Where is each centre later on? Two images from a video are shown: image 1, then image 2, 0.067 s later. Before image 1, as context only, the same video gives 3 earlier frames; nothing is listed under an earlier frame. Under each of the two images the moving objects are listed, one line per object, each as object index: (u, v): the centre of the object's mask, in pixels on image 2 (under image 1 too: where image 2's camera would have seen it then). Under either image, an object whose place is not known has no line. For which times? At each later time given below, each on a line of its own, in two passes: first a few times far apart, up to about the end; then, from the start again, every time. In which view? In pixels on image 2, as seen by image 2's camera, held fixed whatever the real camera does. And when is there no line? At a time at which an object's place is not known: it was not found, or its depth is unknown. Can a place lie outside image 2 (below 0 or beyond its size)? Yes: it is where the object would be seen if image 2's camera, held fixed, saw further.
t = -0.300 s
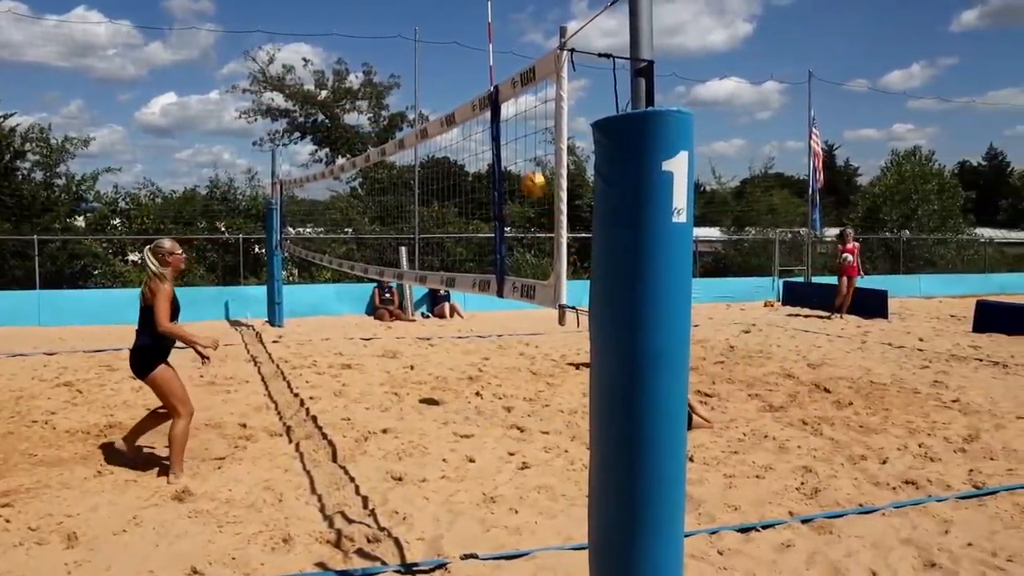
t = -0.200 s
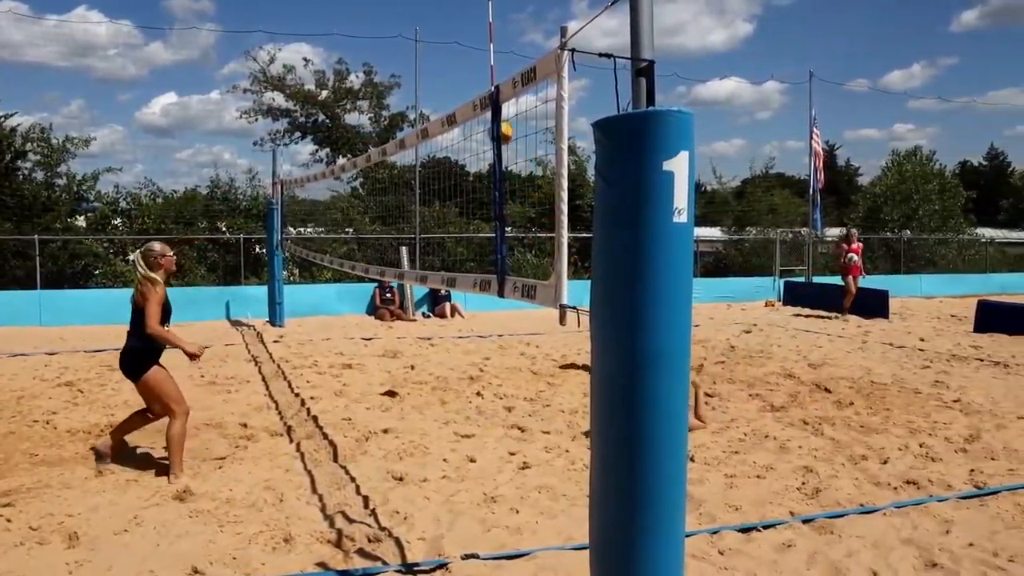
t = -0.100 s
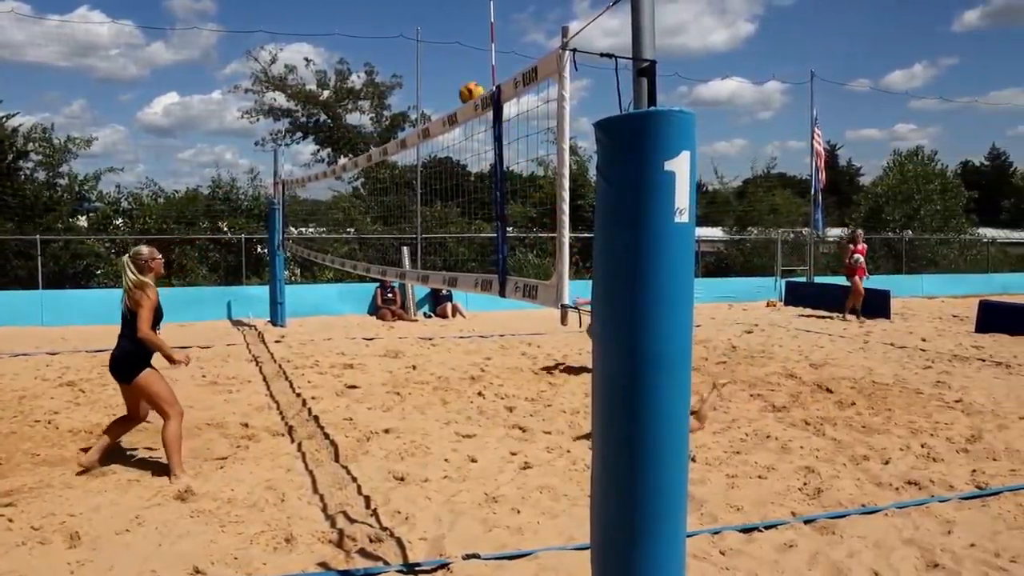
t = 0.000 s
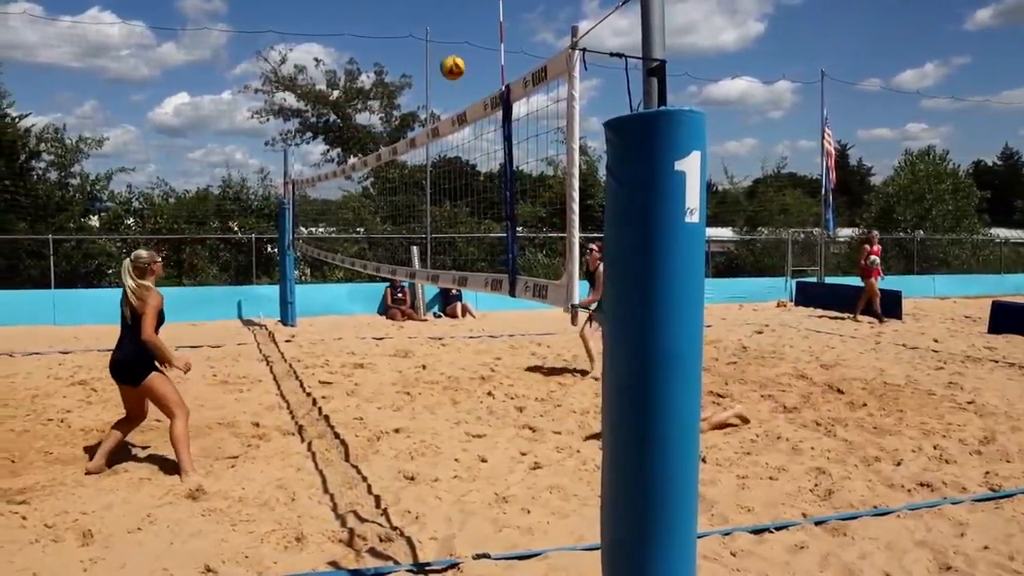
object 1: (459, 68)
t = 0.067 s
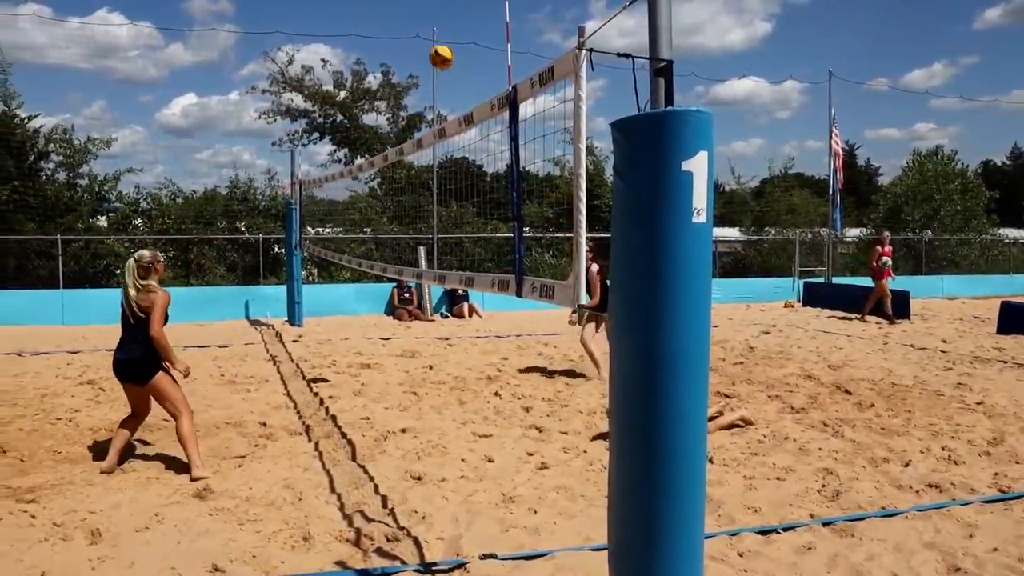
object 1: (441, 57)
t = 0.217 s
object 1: (403, 51)
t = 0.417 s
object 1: (359, 79)
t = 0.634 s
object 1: (318, 152)
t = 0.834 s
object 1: (281, 254)
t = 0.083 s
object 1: (437, 55)
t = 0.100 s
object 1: (433, 53)
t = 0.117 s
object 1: (429, 52)
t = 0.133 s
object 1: (424, 51)
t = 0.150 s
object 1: (420, 51)
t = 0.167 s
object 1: (416, 50)
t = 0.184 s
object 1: (411, 50)
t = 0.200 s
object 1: (407, 50)
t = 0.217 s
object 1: (403, 51)
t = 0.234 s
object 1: (400, 52)
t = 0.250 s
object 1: (395, 53)
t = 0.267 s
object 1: (391, 54)
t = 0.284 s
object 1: (388, 56)
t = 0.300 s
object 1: (384, 58)
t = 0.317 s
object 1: (380, 61)
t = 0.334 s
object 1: (377, 63)
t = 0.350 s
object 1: (373, 65)
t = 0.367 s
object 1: (369, 68)
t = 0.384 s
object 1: (366, 72)
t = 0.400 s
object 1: (362, 76)
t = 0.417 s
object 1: (359, 79)
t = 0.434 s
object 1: (357, 84)
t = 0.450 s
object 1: (353, 88)
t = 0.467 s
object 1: (349, 93)
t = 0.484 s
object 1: (346, 98)
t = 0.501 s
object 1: (343, 102)
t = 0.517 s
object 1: (340, 108)
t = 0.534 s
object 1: (337, 115)
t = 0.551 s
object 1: (333, 120)
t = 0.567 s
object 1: (330, 126)
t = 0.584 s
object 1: (327, 132)
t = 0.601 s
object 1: (323, 139)
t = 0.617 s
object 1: (320, 145)
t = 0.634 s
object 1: (318, 152)
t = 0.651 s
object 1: (313, 160)
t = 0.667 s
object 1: (310, 168)
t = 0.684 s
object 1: (307, 175)
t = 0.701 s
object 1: (304, 182)
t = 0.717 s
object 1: (301, 191)
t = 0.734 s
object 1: (298, 198)
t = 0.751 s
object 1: (295, 208)
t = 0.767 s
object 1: (291, 217)
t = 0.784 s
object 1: (289, 226)
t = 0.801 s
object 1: (286, 235)
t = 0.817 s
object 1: (283, 245)
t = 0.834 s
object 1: (281, 254)
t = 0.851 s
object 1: (278, 261)
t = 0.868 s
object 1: (276, 273)
